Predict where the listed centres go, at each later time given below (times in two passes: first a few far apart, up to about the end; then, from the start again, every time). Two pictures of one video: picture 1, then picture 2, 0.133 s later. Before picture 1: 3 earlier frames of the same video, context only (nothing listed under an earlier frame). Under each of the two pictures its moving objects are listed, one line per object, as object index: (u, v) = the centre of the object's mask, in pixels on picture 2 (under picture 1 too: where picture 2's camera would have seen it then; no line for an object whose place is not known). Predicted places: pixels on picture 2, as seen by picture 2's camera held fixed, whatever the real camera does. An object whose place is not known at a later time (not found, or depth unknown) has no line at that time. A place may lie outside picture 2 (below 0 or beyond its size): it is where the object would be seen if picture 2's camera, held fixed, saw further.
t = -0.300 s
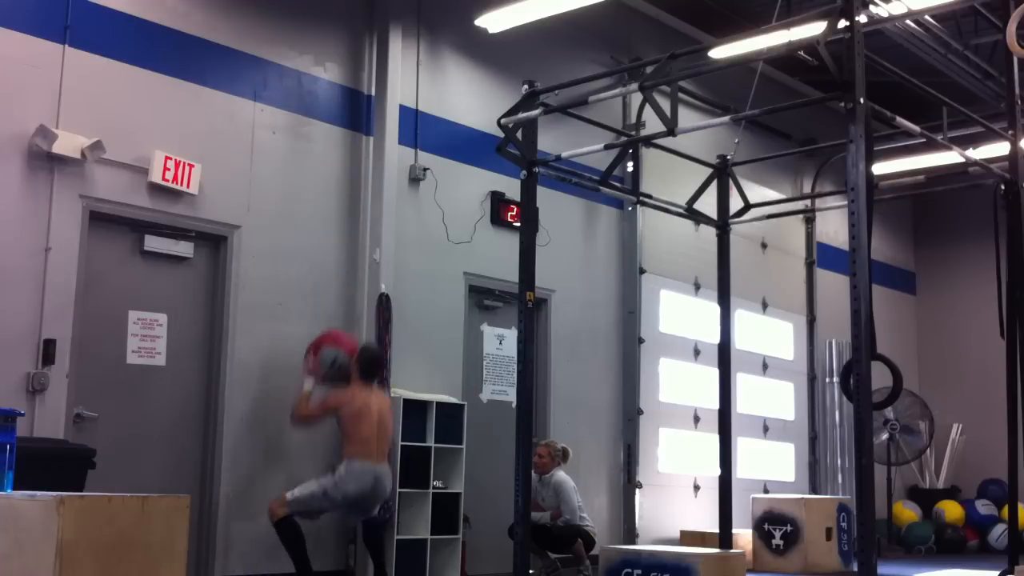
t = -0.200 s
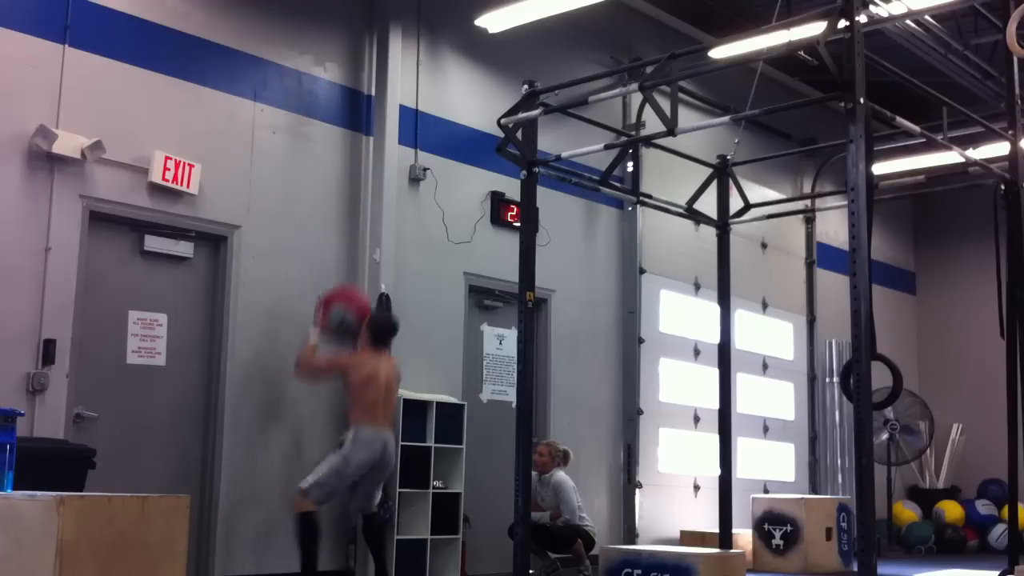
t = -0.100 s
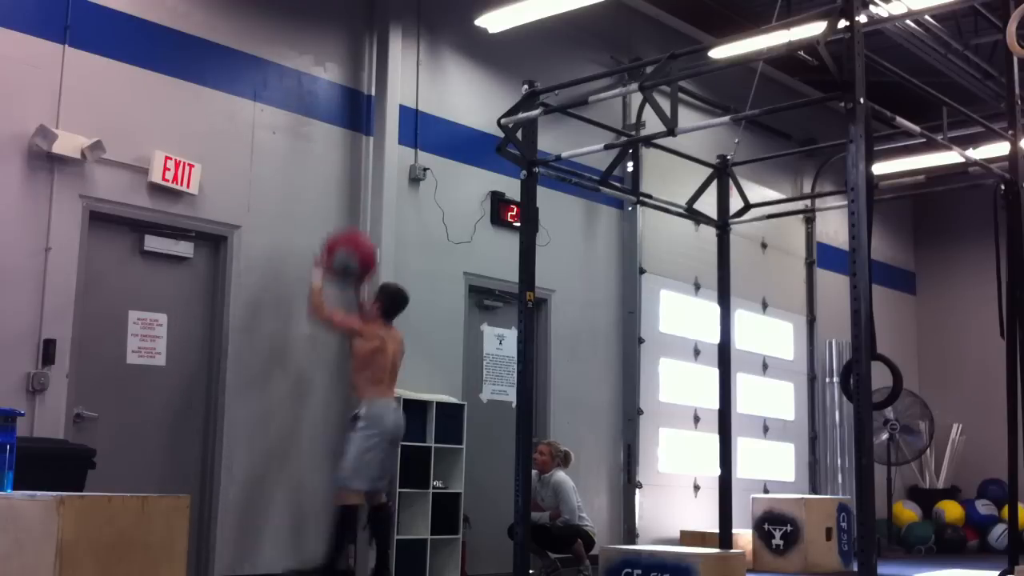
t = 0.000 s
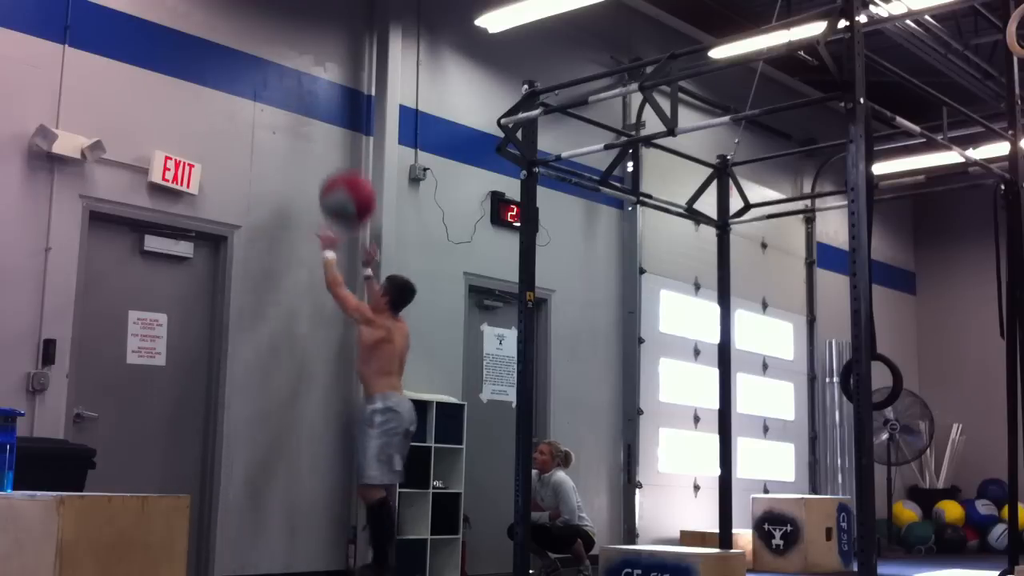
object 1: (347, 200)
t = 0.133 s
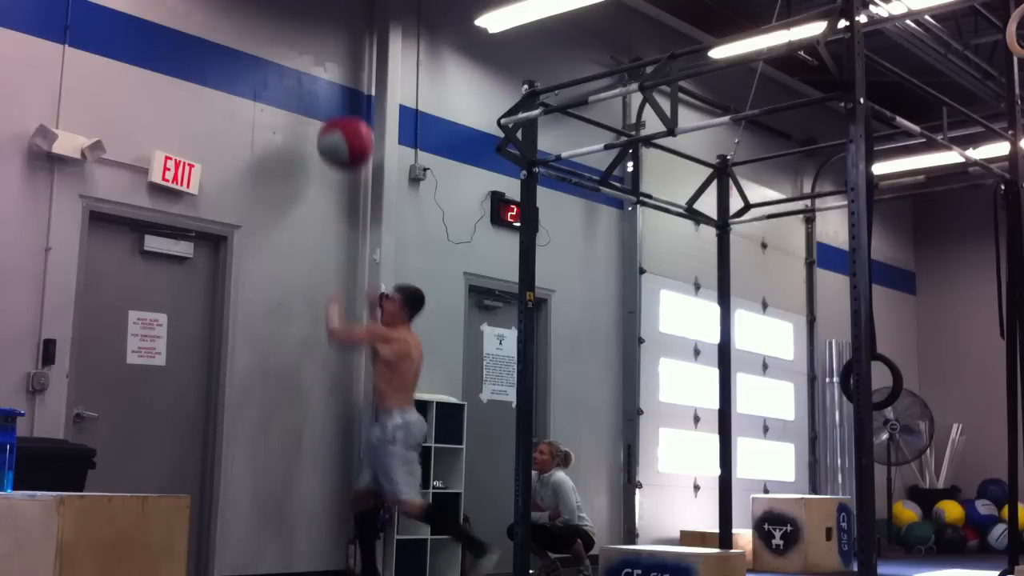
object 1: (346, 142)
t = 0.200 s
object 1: (344, 124)
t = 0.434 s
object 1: (337, 111)
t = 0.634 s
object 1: (333, 156)
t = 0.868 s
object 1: (333, 277)
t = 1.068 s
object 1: (333, 455)
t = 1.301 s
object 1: (345, 524)
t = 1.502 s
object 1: (368, 501)
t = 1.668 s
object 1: (385, 531)
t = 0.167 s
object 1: (345, 132)
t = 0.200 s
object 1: (344, 124)
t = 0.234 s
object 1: (344, 118)
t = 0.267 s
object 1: (343, 113)
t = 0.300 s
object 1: (341, 110)
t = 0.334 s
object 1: (340, 108)
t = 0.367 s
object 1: (339, 108)
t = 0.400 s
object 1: (338, 109)
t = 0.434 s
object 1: (337, 111)
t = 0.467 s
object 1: (336, 115)
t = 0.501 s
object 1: (335, 122)
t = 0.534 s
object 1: (333, 130)
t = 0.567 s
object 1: (332, 138)
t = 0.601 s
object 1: (332, 147)
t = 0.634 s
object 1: (333, 156)
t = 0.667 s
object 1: (335, 168)
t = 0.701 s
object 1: (335, 182)
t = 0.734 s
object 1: (334, 198)
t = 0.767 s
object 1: (334, 214)
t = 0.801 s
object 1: (333, 233)
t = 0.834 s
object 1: (333, 253)
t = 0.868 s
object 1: (333, 277)
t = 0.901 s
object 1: (333, 301)
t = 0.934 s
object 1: (333, 329)
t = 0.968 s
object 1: (333, 357)
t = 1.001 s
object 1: (335, 383)
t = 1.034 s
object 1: (335, 420)
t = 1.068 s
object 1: (333, 455)
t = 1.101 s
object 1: (335, 493)
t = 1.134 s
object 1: (337, 534)
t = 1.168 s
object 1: (331, 561)
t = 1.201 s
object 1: (334, 554)
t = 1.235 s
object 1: (338, 546)
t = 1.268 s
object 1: (342, 534)
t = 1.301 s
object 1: (345, 524)
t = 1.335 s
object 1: (350, 515)
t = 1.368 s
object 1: (353, 509)
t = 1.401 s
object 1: (357, 504)
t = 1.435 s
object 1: (361, 501)
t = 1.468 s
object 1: (365, 501)
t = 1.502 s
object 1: (368, 501)
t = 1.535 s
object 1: (372, 503)
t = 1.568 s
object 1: (376, 508)
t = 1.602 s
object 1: (379, 514)
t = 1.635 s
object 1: (382, 522)
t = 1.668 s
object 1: (385, 531)
